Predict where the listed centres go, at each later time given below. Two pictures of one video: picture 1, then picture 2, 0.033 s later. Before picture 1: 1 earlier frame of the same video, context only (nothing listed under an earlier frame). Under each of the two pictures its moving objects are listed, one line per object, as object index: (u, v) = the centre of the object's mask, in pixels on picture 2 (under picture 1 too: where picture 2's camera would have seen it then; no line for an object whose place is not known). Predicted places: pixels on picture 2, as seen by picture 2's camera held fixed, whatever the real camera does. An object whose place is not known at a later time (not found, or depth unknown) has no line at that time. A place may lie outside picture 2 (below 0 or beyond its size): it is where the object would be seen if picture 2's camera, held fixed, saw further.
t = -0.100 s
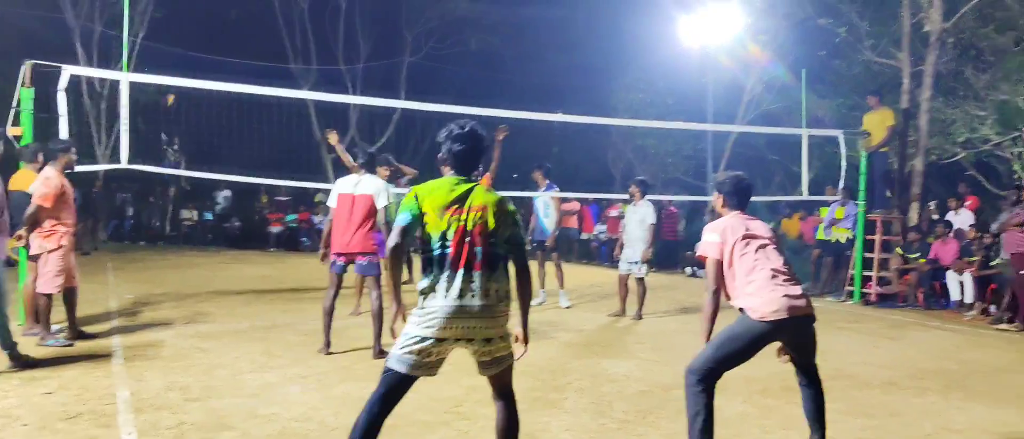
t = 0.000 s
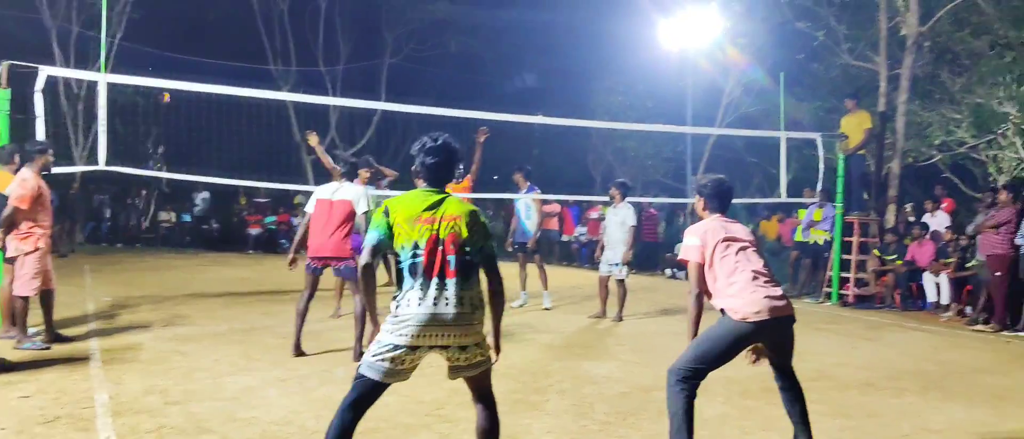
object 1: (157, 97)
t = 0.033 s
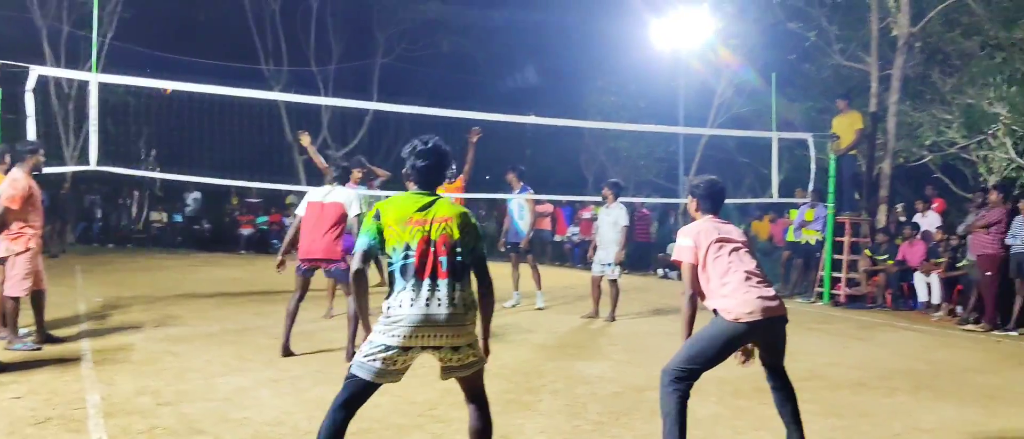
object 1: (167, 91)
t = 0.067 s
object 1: (178, 78)
